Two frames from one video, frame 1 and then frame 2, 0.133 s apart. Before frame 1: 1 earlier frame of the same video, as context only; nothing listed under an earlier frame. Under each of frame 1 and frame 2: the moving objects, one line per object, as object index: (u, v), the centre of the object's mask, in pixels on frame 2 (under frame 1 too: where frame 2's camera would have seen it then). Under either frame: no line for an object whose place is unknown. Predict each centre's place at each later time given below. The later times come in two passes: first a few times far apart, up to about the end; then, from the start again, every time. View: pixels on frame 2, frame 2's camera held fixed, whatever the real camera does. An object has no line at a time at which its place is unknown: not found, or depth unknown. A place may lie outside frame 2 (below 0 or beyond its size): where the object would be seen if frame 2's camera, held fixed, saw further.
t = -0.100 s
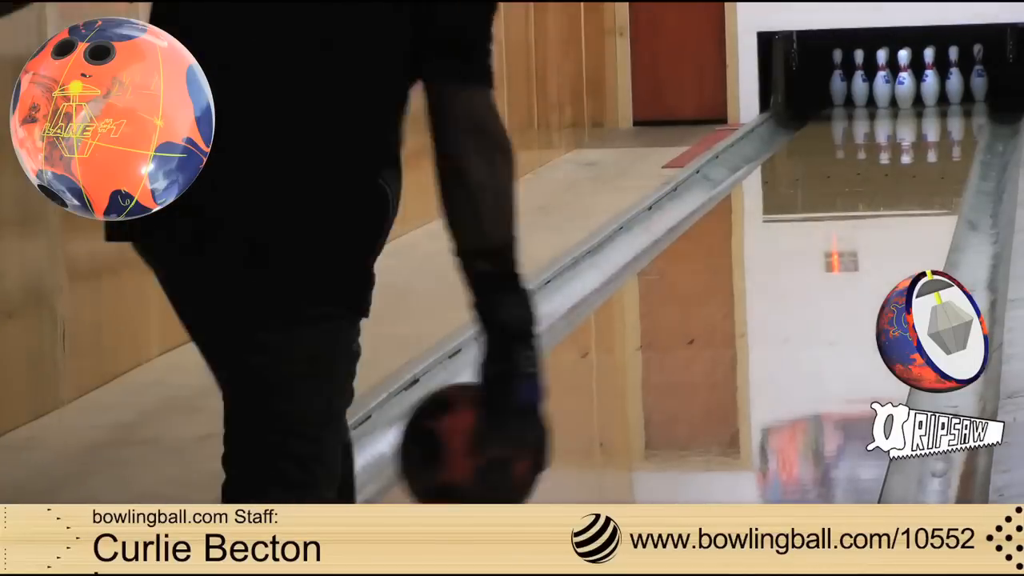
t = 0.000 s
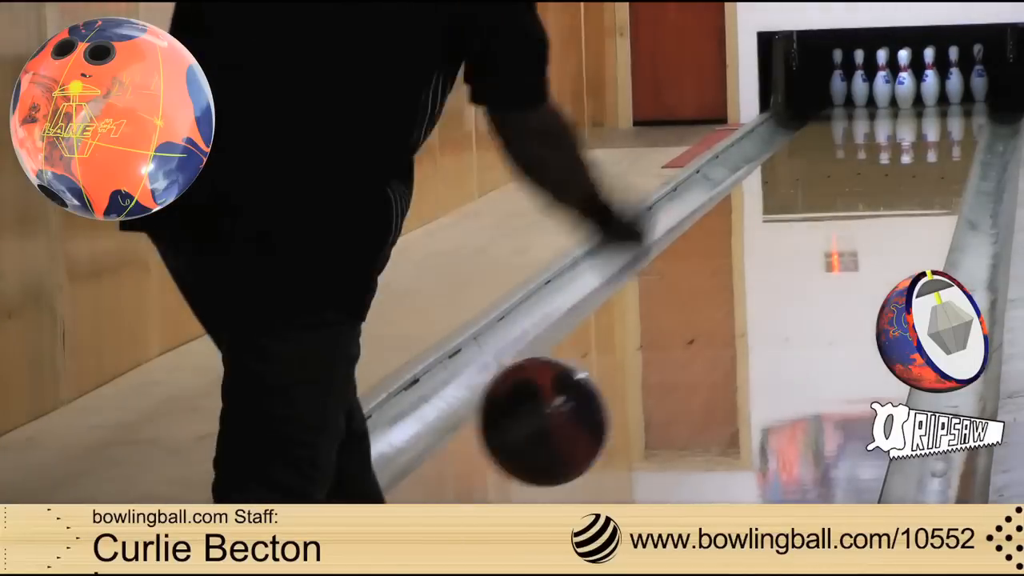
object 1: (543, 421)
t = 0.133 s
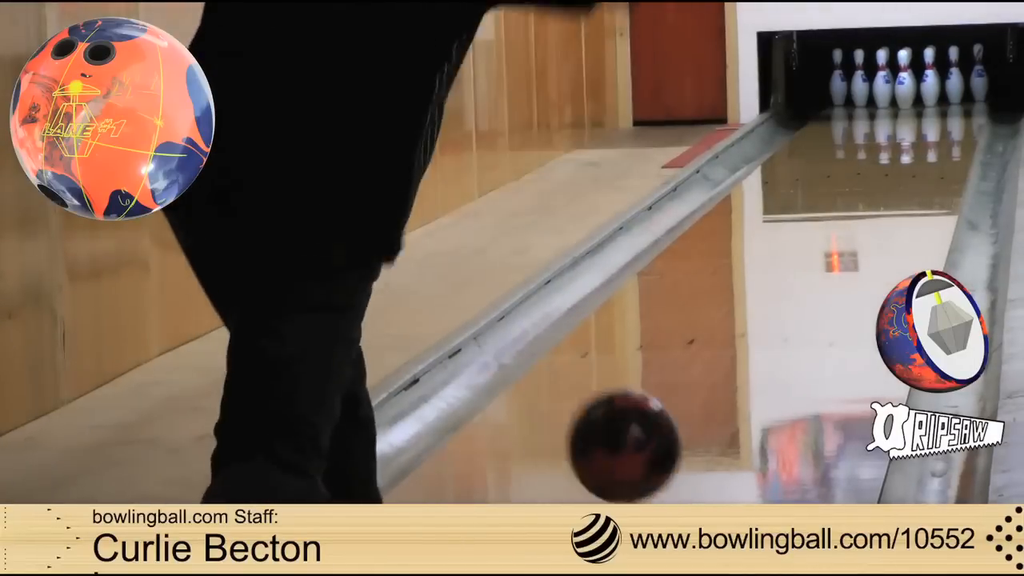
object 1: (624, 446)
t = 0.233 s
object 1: (672, 447)
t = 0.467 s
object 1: (752, 364)
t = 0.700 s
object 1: (807, 299)
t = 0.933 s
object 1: (848, 251)
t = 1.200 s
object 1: (881, 210)
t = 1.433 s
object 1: (903, 182)
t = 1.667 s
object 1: (919, 159)
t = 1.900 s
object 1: (929, 139)
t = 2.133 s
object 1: (934, 124)
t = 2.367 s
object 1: (933, 113)
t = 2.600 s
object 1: (925, 101)
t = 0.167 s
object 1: (642, 461)
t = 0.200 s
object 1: (658, 463)
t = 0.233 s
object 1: (672, 447)
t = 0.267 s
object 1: (686, 432)
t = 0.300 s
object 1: (698, 424)
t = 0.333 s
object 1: (710, 412)
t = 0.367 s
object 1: (721, 400)
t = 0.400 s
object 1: (732, 387)
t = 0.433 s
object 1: (742, 376)
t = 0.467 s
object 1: (752, 364)
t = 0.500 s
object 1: (761, 354)
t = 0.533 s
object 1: (769, 344)
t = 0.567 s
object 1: (778, 334)
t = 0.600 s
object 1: (785, 325)
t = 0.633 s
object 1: (793, 316)
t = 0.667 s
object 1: (800, 307)
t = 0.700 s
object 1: (807, 299)
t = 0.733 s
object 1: (814, 292)
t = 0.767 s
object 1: (820, 284)
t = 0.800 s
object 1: (826, 277)
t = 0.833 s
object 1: (832, 270)
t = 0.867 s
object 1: (837, 263)
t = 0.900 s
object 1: (842, 257)
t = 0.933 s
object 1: (848, 251)
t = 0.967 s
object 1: (852, 245)
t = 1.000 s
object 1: (857, 239)
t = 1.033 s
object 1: (861, 234)
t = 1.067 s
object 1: (866, 229)
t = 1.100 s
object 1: (870, 224)
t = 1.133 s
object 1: (874, 219)
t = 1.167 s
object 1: (878, 214)
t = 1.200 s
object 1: (881, 210)
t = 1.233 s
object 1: (885, 205)
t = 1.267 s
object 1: (889, 201)
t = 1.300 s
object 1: (892, 197)
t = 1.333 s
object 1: (895, 192)
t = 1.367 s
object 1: (897, 189)
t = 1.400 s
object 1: (900, 185)
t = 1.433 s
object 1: (903, 182)
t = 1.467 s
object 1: (905, 178)
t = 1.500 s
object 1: (908, 176)
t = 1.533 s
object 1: (911, 172)
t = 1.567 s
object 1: (913, 169)
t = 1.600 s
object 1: (915, 165)
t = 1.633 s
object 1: (917, 162)
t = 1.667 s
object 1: (919, 159)
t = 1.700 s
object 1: (920, 156)
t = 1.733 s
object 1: (922, 154)
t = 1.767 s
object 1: (924, 151)
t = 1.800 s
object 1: (925, 148)
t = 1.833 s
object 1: (927, 145)
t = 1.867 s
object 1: (928, 142)
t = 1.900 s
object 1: (929, 139)
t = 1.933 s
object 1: (930, 137)
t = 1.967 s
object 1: (931, 135)
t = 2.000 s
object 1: (932, 132)
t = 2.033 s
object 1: (932, 131)
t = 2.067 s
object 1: (932, 129)
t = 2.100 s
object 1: (934, 126)
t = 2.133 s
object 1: (934, 124)
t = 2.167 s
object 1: (934, 123)
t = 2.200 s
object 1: (934, 121)
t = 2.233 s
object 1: (934, 120)
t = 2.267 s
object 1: (934, 118)
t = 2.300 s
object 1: (935, 115)
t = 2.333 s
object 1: (934, 114)
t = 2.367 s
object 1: (933, 113)
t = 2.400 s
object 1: (933, 111)
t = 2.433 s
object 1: (931, 109)
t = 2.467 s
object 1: (931, 107)
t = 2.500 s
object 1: (930, 106)
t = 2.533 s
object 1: (929, 105)
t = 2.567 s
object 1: (928, 103)
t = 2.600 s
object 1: (925, 101)
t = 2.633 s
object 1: (924, 100)
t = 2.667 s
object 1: (922, 99)
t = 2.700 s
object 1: (920, 98)
